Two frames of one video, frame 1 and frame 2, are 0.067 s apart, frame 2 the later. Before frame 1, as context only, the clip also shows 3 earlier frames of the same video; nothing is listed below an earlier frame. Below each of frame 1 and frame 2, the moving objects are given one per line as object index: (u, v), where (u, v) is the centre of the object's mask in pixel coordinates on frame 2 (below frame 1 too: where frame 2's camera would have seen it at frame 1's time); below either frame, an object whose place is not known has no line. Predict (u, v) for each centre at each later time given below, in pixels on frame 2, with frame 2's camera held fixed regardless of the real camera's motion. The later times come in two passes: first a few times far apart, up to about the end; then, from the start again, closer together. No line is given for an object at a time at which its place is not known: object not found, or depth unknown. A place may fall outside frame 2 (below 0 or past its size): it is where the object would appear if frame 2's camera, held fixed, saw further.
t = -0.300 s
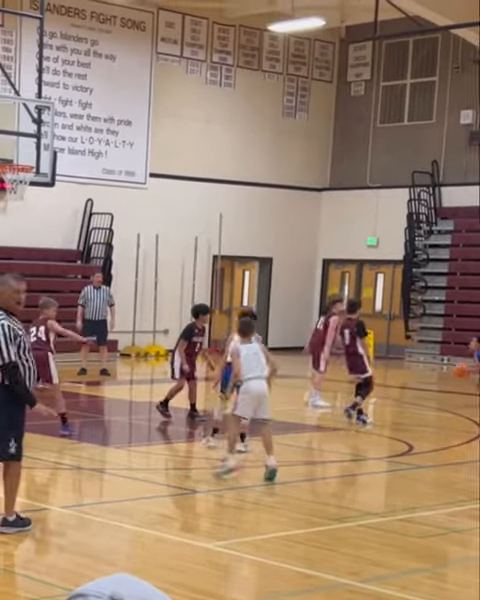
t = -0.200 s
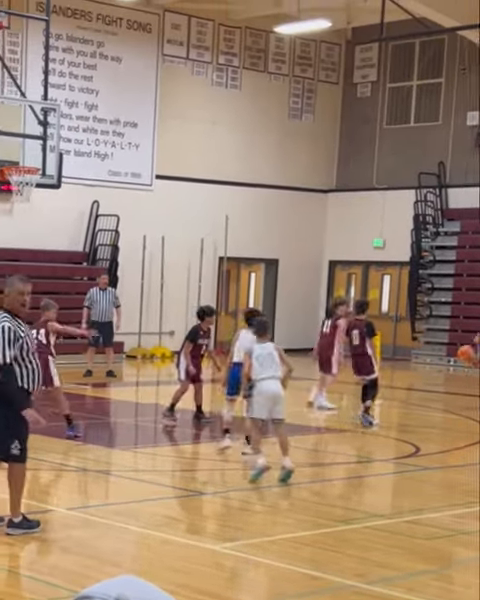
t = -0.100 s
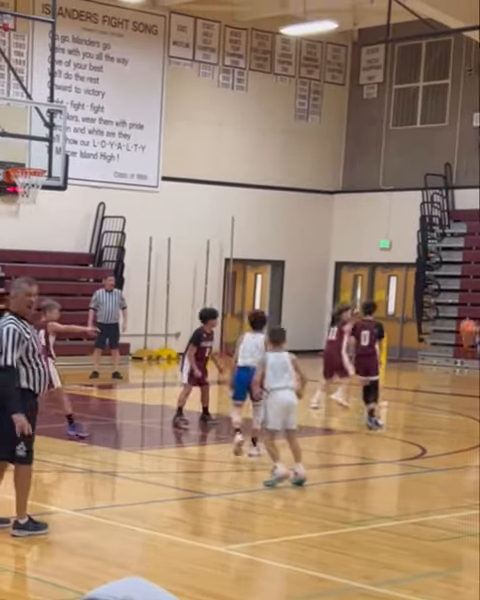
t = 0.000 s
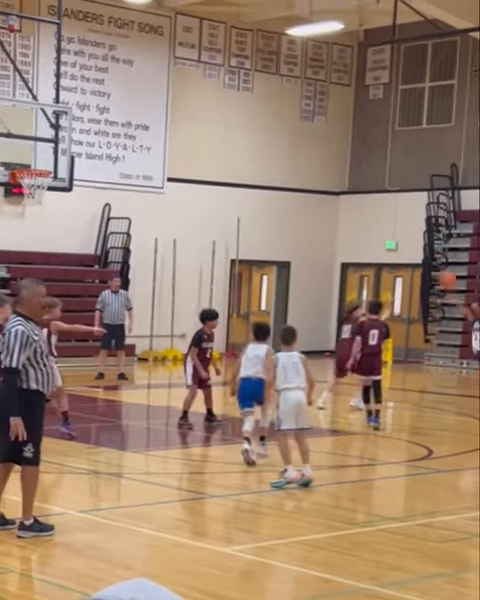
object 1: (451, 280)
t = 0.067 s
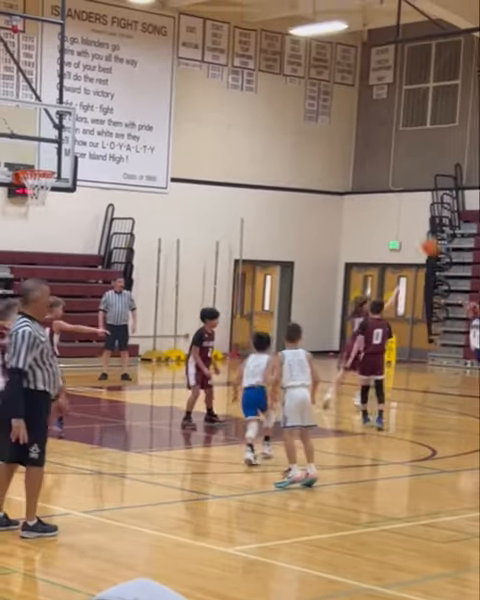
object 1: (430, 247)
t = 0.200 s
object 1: (385, 186)
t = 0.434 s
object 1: (307, 112)
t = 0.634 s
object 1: (236, 82)
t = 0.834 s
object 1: (164, 83)
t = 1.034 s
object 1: (92, 114)
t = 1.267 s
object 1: (46, 170)
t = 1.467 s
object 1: (35, 188)
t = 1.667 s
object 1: (44, 192)
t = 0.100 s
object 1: (418, 231)
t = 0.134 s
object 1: (408, 216)
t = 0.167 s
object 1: (397, 201)
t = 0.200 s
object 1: (385, 186)
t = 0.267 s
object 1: (364, 161)
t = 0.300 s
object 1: (352, 149)
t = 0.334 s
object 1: (341, 138)
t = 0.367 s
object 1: (330, 129)
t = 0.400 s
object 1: (317, 120)
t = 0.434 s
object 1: (307, 112)
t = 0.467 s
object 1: (295, 106)
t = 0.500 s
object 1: (283, 99)
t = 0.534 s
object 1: (271, 94)
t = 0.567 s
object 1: (261, 89)
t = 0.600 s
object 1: (247, 86)
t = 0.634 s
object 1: (236, 82)
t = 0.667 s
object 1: (225, 80)
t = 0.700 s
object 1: (212, 78)
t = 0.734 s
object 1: (200, 78)
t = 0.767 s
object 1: (189, 77)
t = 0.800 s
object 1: (178, 79)
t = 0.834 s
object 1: (164, 83)
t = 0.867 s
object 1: (152, 86)
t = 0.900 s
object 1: (140, 92)
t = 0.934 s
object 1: (128, 95)
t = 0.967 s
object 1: (116, 100)
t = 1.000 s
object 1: (104, 108)
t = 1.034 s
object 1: (92, 114)
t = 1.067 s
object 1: (80, 122)
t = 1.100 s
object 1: (69, 131)
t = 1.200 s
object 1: (31, 161)
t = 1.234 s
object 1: (29, 168)
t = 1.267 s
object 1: (46, 170)
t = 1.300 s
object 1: (43, 173)
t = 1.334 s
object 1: (32, 174)
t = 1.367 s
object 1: (30, 175)
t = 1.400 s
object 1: (33, 182)
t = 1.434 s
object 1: (34, 187)
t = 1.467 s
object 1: (35, 188)
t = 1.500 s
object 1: (37, 191)
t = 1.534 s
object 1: (39, 192)
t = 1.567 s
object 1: (42, 192)
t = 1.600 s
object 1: (41, 191)
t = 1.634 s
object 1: (43, 191)
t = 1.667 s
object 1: (44, 192)
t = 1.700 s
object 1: (44, 194)
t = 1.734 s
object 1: (44, 196)
